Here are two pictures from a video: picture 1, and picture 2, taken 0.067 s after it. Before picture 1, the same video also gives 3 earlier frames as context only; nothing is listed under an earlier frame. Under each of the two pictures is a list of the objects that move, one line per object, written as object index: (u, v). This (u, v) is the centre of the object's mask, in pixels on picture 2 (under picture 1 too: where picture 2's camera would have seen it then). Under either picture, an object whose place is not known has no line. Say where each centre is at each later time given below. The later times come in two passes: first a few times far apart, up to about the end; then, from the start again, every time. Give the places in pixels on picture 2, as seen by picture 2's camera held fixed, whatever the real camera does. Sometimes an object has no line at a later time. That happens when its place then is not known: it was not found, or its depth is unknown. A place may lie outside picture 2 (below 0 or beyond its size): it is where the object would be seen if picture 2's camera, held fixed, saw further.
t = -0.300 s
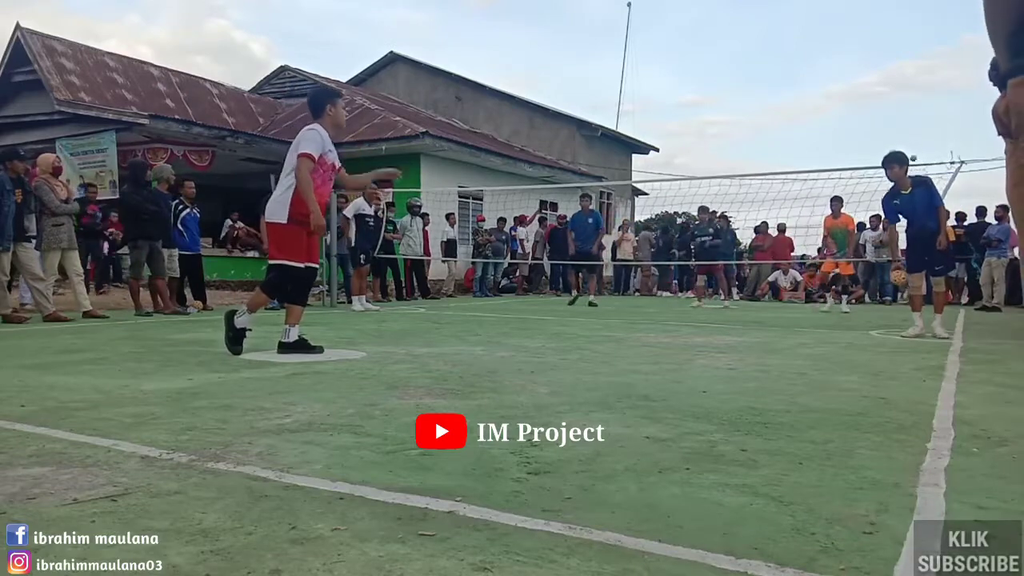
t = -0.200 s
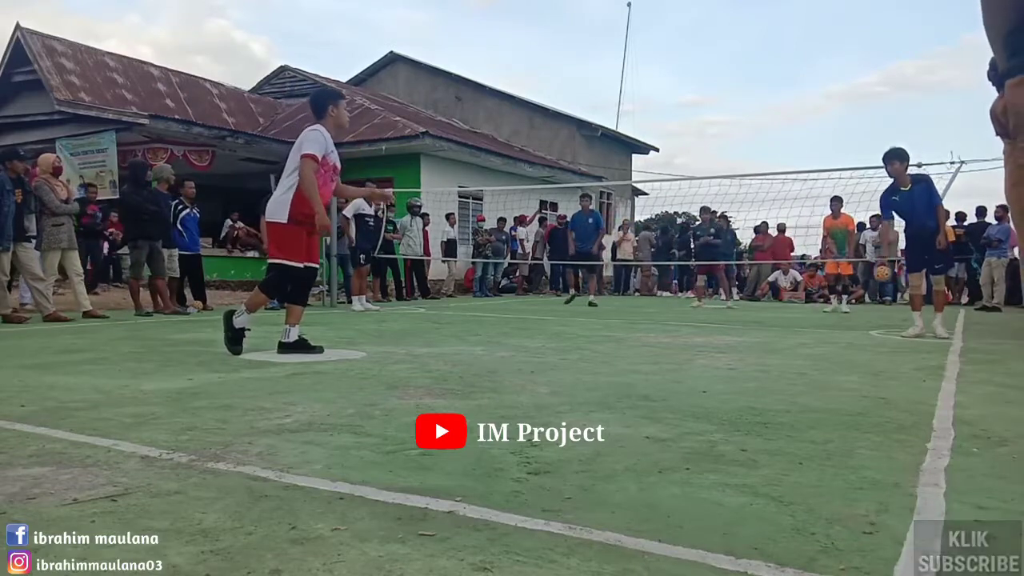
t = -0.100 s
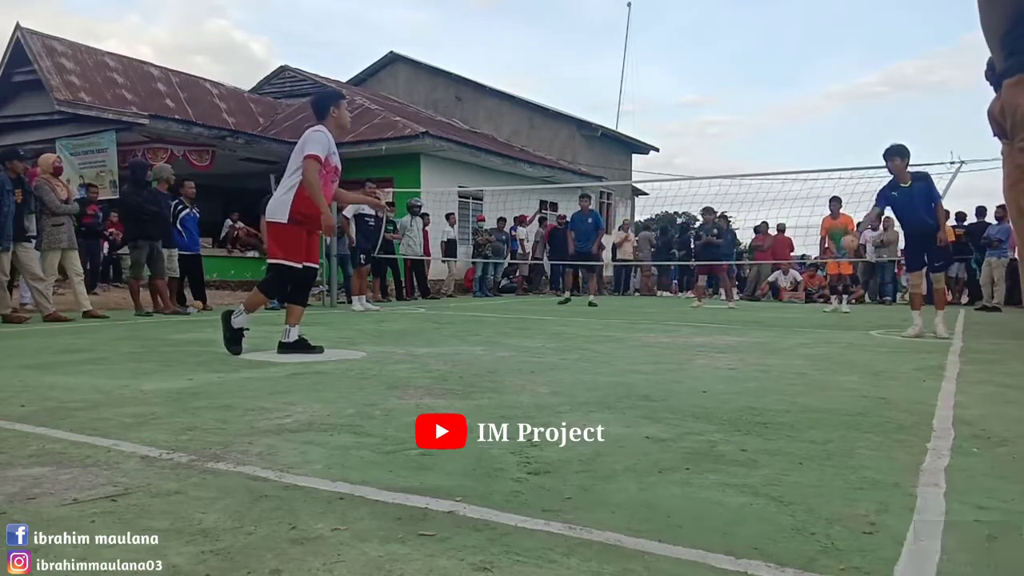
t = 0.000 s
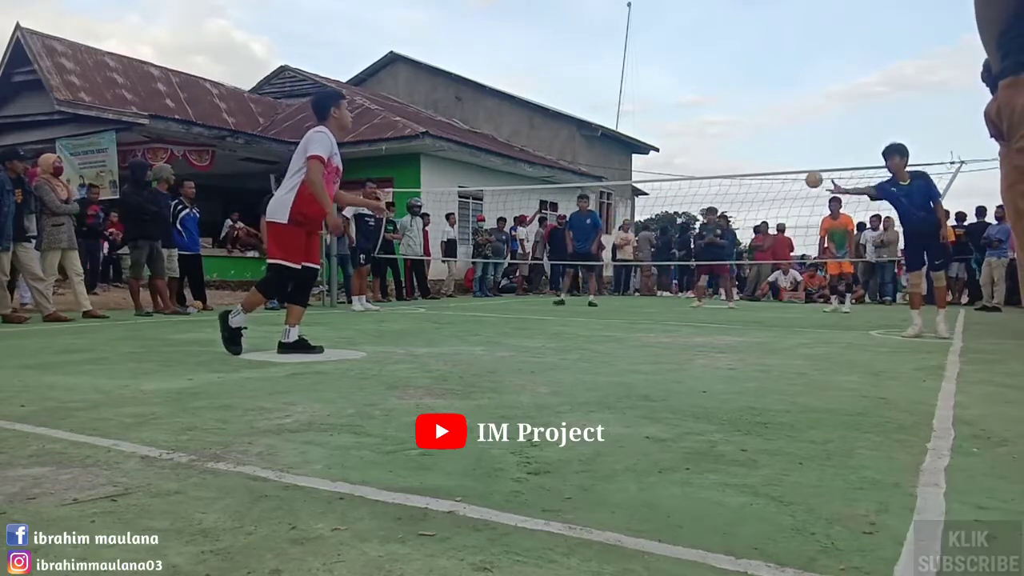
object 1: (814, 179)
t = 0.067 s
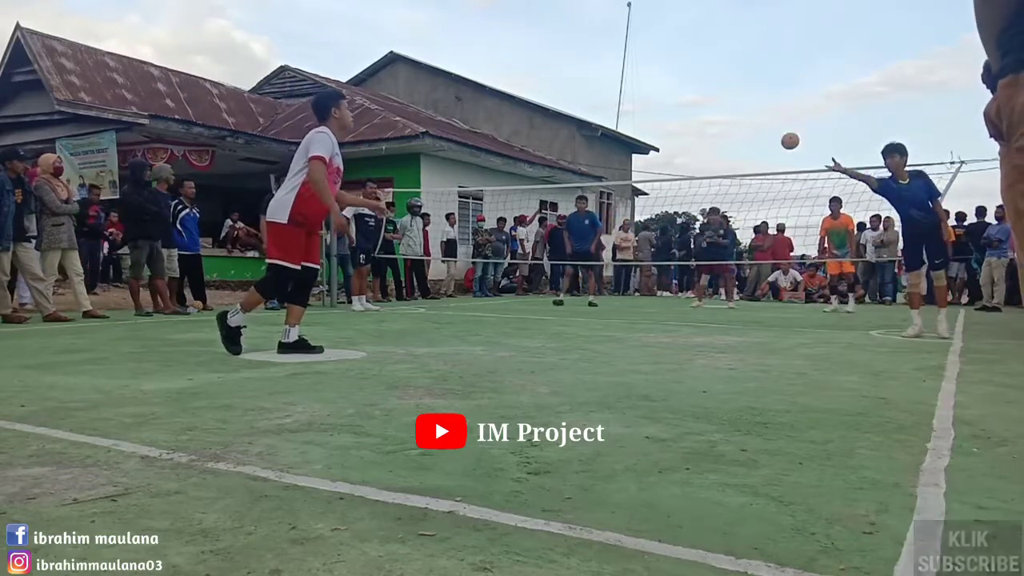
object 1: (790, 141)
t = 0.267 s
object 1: (712, 52)
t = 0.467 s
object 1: (623, 10)
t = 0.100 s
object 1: (778, 123)
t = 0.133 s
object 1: (765, 107)
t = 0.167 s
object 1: (753, 91)
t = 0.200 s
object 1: (739, 77)
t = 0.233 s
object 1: (726, 64)
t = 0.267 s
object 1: (712, 52)
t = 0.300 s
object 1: (698, 41)
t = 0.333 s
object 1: (684, 32)
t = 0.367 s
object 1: (669, 24)
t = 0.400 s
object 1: (654, 18)
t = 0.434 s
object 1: (639, 13)
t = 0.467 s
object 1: (623, 10)
